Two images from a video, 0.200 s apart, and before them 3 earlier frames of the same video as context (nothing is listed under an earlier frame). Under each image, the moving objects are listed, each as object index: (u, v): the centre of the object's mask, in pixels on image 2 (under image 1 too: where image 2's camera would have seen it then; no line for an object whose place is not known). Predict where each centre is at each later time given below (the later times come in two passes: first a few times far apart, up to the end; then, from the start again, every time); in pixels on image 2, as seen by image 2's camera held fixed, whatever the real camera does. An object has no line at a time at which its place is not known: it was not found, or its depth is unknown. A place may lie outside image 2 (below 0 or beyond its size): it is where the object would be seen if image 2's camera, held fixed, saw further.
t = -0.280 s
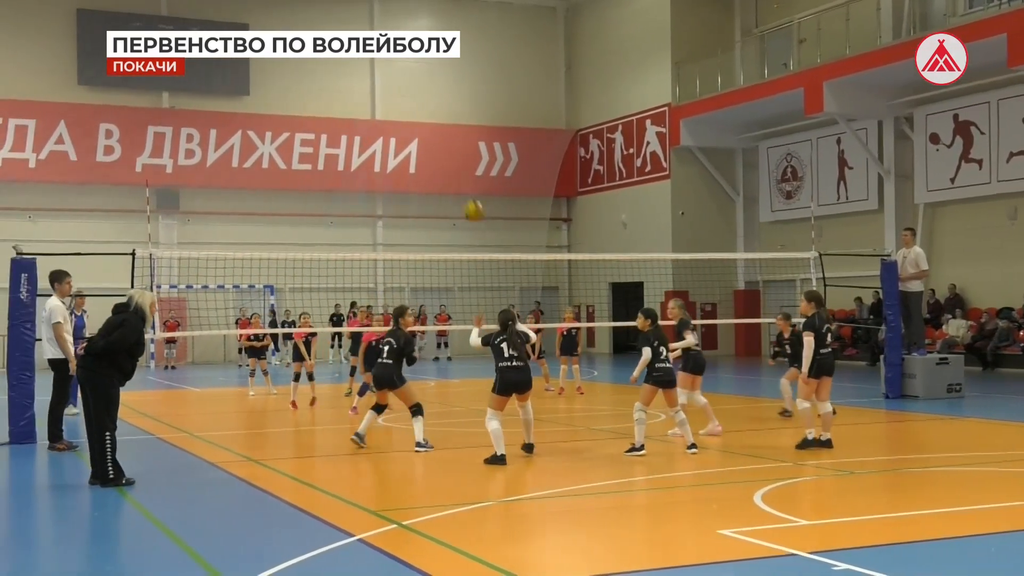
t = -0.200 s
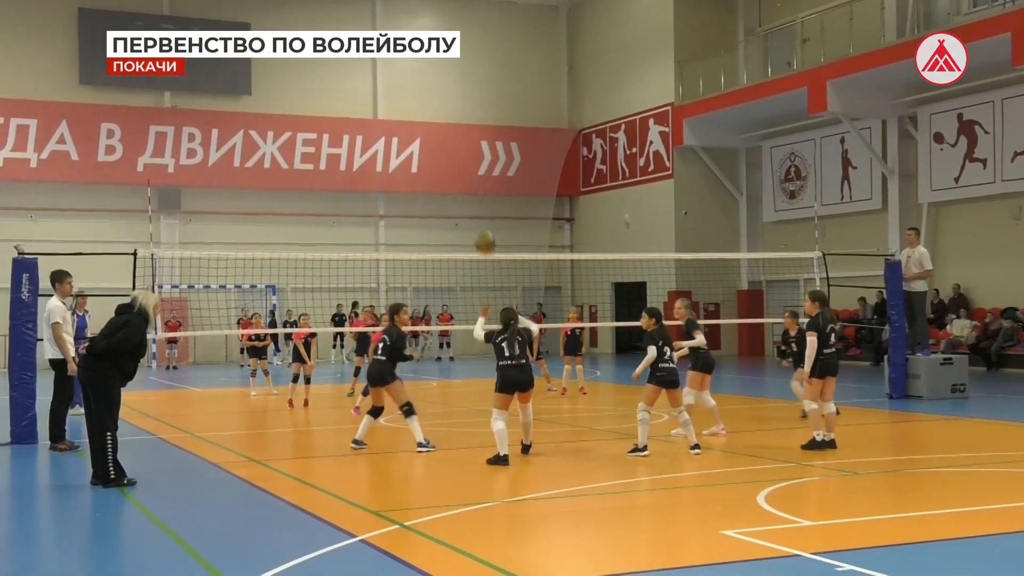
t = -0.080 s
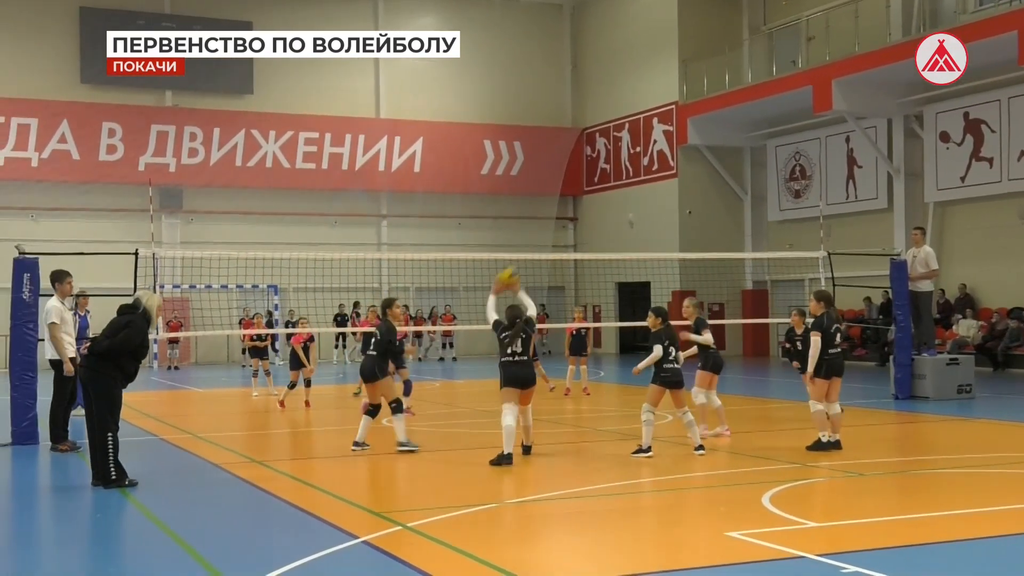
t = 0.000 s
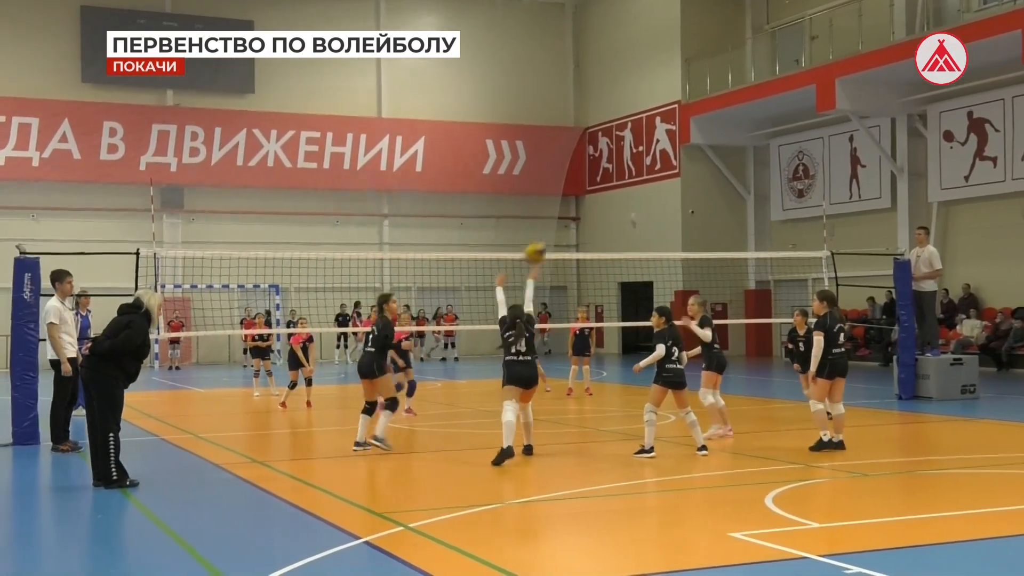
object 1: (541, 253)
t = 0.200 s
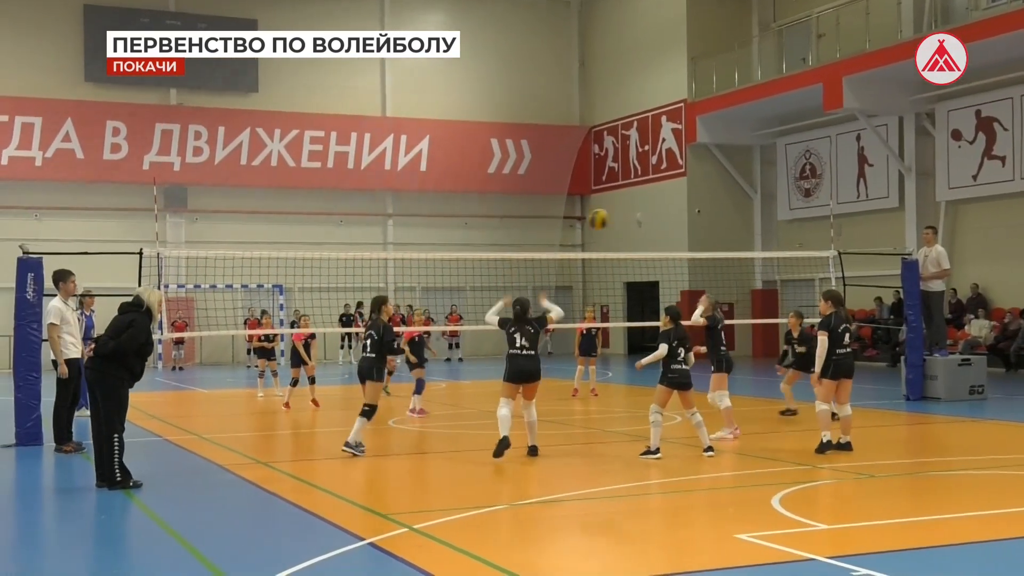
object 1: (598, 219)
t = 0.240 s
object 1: (609, 217)
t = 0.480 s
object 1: (671, 236)
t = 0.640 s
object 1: (707, 275)
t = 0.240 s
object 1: (609, 217)
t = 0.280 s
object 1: (621, 217)
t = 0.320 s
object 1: (631, 218)
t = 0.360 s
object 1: (641, 221)
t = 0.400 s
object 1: (651, 224)
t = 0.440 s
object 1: (661, 230)
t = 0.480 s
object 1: (671, 236)
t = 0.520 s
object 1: (680, 245)
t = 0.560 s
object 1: (688, 254)
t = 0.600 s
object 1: (699, 265)
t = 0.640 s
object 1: (707, 275)
